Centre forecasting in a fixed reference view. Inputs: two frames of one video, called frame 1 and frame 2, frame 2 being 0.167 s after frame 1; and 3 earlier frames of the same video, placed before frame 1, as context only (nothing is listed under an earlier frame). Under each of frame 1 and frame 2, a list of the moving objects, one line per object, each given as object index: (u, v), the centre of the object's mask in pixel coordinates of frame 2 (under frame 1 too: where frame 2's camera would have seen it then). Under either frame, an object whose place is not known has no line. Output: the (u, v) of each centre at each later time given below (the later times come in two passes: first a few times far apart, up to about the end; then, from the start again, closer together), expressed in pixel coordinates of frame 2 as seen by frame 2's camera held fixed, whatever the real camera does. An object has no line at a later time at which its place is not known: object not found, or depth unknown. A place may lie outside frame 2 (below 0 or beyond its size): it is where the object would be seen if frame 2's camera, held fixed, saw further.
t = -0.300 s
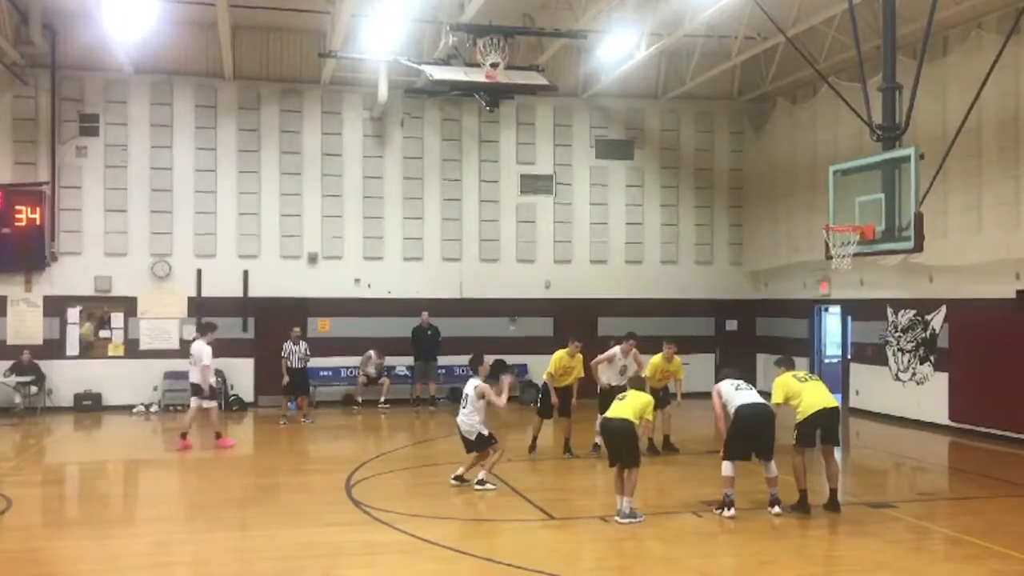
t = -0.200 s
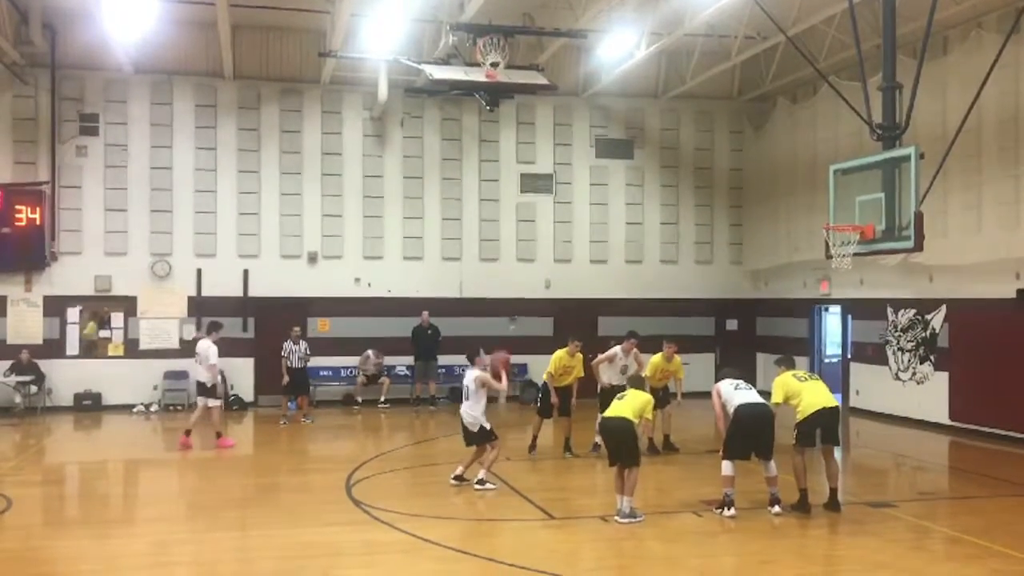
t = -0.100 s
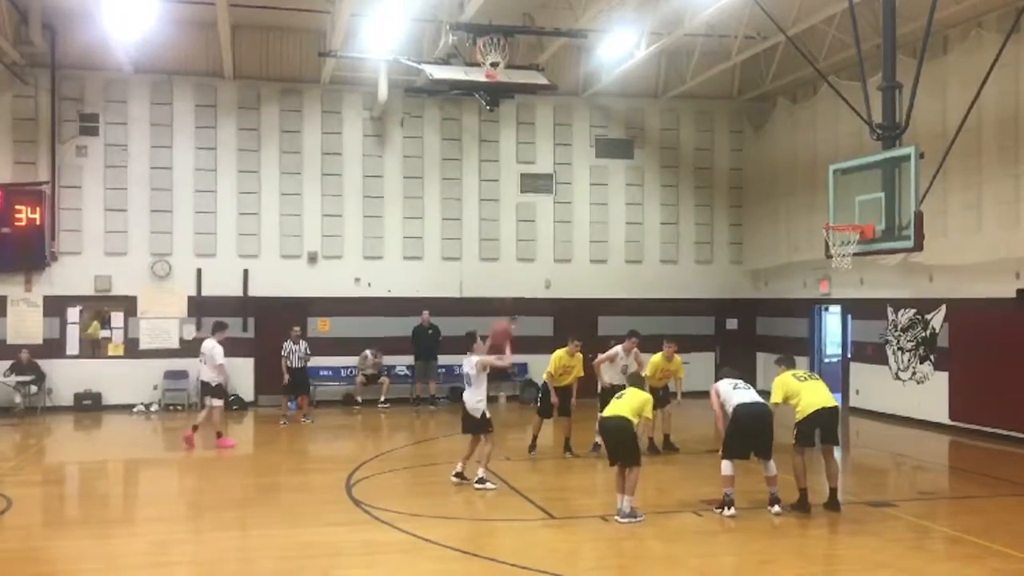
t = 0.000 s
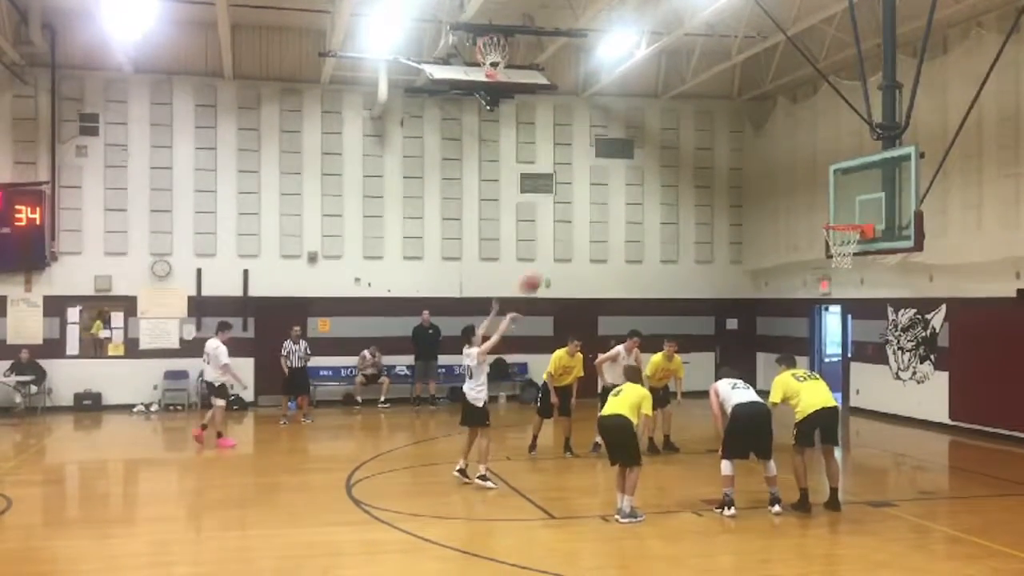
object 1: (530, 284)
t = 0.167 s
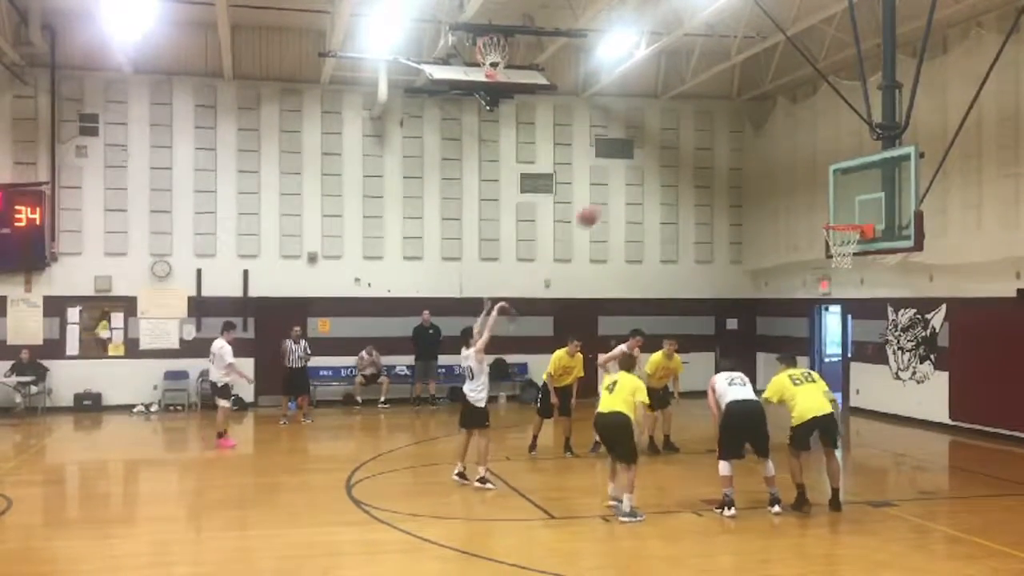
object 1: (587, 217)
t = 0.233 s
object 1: (611, 196)
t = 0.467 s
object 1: (690, 157)
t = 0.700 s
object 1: (759, 162)
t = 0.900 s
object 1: (817, 200)
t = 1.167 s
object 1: (858, 249)
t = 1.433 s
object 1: (841, 302)
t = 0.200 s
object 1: (599, 209)
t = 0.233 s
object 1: (611, 196)
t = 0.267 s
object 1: (620, 189)
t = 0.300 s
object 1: (632, 181)
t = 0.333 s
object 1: (643, 175)
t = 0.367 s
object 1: (655, 167)
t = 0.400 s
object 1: (662, 164)
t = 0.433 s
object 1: (674, 158)
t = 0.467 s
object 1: (690, 157)
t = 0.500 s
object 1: (698, 156)
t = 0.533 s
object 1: (708, 154)
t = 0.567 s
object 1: (718, 153)
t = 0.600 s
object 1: (727, 155)
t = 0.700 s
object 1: (759, 162)
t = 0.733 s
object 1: (768, 165)
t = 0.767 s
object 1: (779, 170)
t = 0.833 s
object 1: (797, 183)
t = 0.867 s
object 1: (809, 191)
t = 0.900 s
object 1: (817, 200)
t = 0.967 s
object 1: (837, 218)
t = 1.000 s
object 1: (845, 235)
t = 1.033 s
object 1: (856, 241)
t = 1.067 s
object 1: (861, 247)
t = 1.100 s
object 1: (860, 246)
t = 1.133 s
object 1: (860, 246)
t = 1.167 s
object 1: (858, 249)
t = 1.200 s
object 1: (857, 253)
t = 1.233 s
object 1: (855, 259)
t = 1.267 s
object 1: (853, 263)
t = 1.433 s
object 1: (841, 302)
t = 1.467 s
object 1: (838, 313)
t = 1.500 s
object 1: (837, 325)
